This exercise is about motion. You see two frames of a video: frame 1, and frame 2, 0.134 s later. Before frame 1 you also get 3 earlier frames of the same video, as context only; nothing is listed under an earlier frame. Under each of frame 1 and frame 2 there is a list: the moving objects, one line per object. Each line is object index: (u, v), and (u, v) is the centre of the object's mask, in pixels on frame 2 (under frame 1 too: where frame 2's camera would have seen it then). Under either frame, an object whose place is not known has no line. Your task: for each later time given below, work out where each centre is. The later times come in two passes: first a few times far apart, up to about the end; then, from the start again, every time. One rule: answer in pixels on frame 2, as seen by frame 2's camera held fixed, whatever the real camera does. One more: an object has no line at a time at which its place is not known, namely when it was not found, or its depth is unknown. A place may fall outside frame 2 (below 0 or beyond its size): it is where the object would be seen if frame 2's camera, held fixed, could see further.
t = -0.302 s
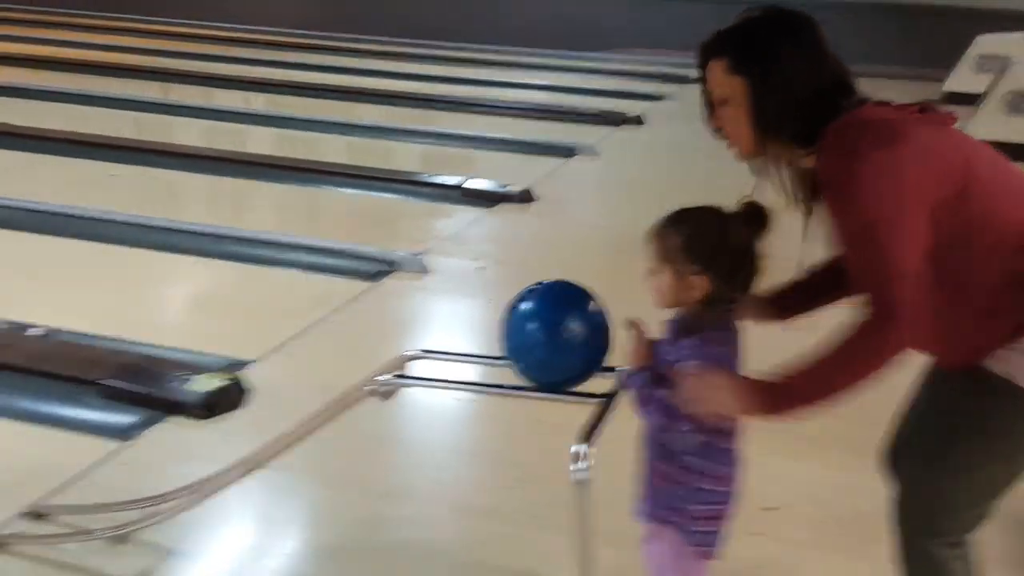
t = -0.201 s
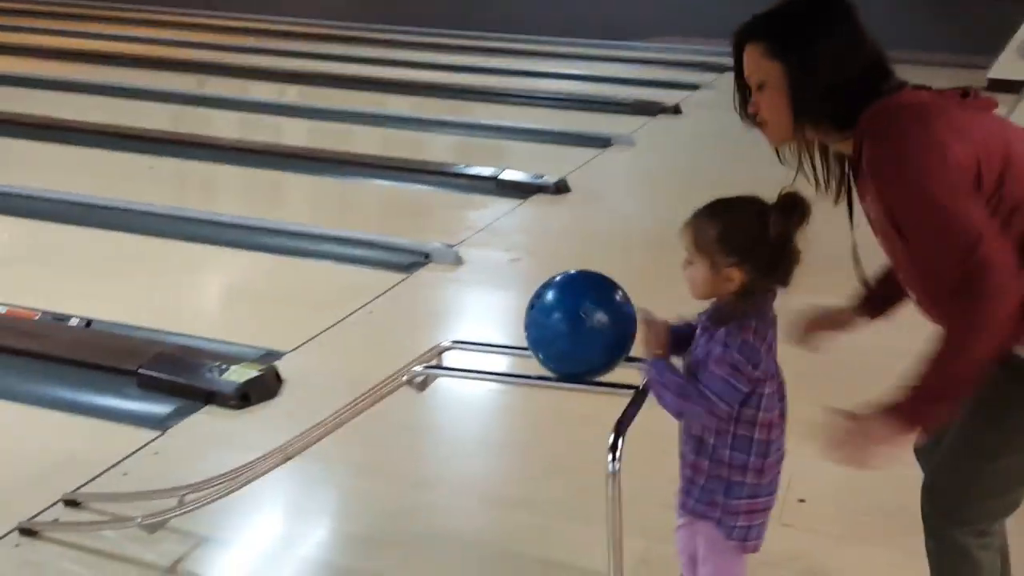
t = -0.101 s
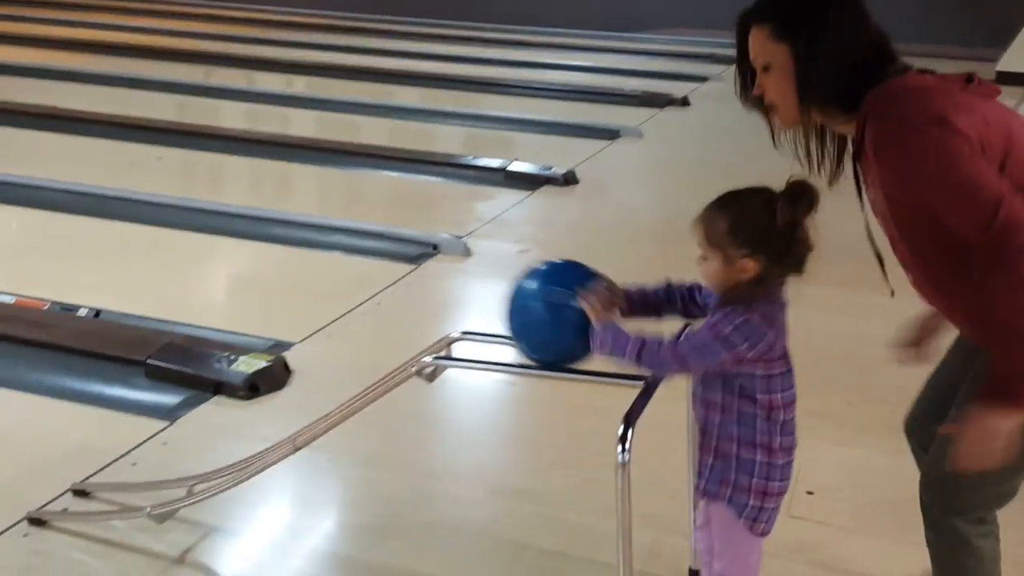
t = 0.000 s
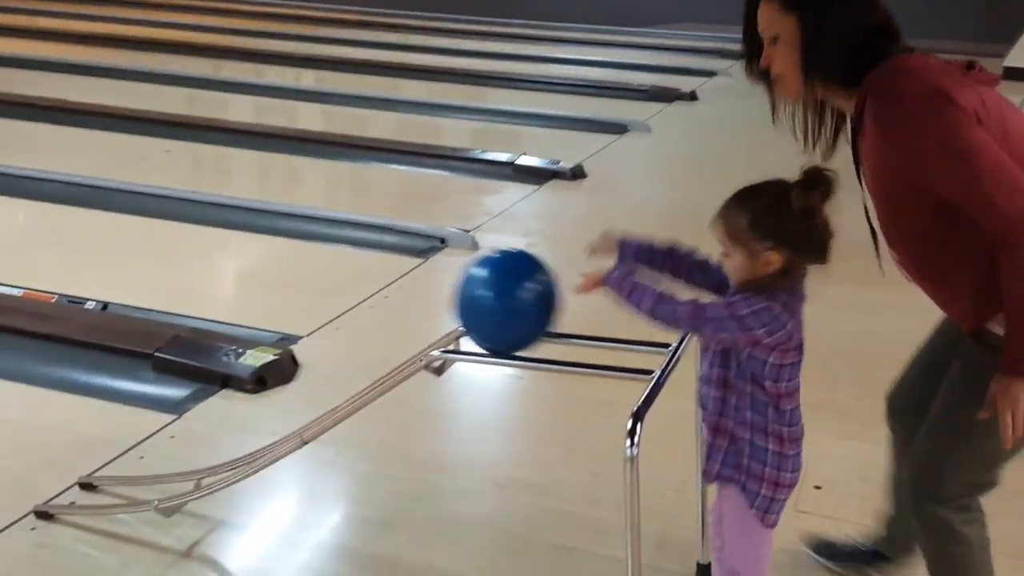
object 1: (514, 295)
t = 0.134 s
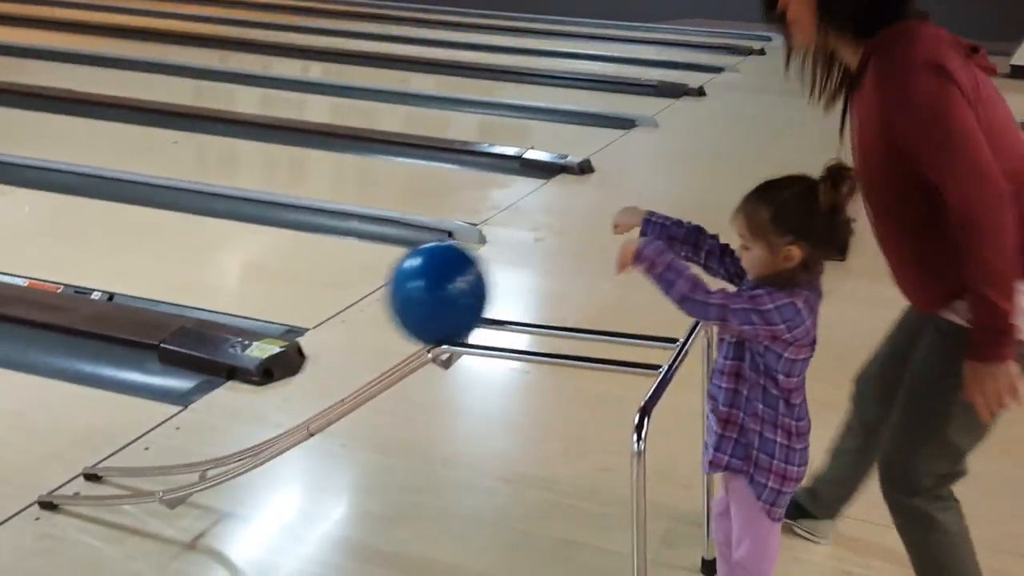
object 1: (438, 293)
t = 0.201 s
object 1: (401, 312)
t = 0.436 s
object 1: (231, 424)
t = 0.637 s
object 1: (39, 444)
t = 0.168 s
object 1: (419, 300)
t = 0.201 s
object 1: (401, 312)
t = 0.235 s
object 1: (382, 327)
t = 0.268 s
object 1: (360, 341)
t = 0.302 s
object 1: (336, 357)
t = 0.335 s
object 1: (312, 375)
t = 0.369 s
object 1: (287, 390)
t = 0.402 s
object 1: (261, 406)
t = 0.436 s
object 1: (231, 424)
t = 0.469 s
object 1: (201, 436)
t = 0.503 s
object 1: (168, 444)
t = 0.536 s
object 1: (135, 449)
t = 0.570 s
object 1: (104, 451)
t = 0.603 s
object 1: (71, 452)
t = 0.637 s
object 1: (39, 444)
